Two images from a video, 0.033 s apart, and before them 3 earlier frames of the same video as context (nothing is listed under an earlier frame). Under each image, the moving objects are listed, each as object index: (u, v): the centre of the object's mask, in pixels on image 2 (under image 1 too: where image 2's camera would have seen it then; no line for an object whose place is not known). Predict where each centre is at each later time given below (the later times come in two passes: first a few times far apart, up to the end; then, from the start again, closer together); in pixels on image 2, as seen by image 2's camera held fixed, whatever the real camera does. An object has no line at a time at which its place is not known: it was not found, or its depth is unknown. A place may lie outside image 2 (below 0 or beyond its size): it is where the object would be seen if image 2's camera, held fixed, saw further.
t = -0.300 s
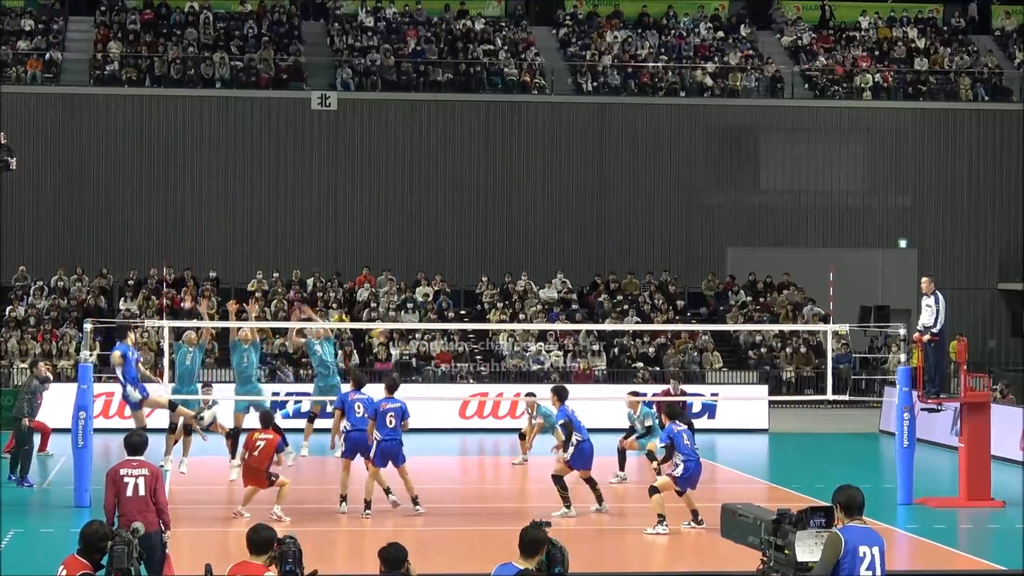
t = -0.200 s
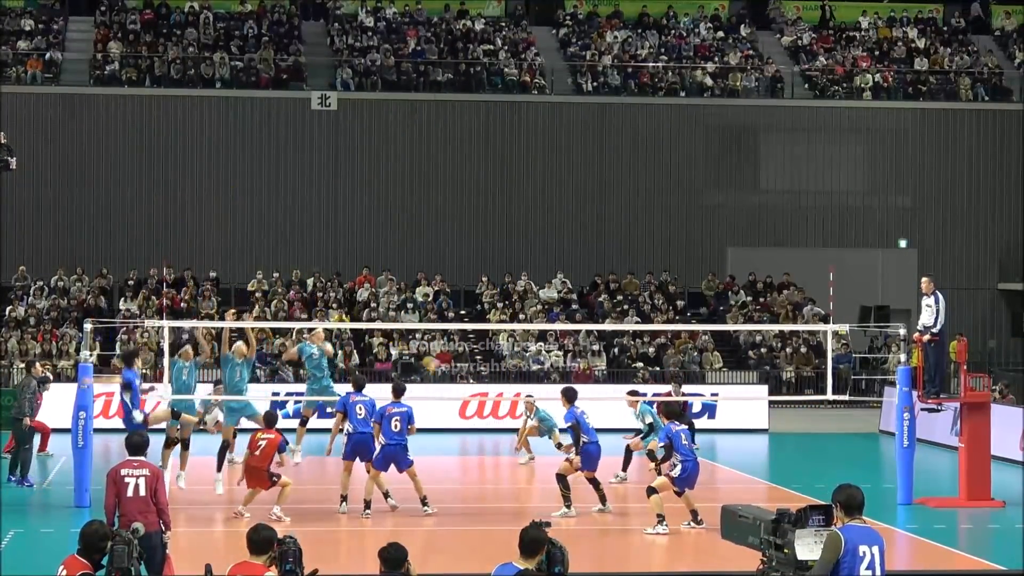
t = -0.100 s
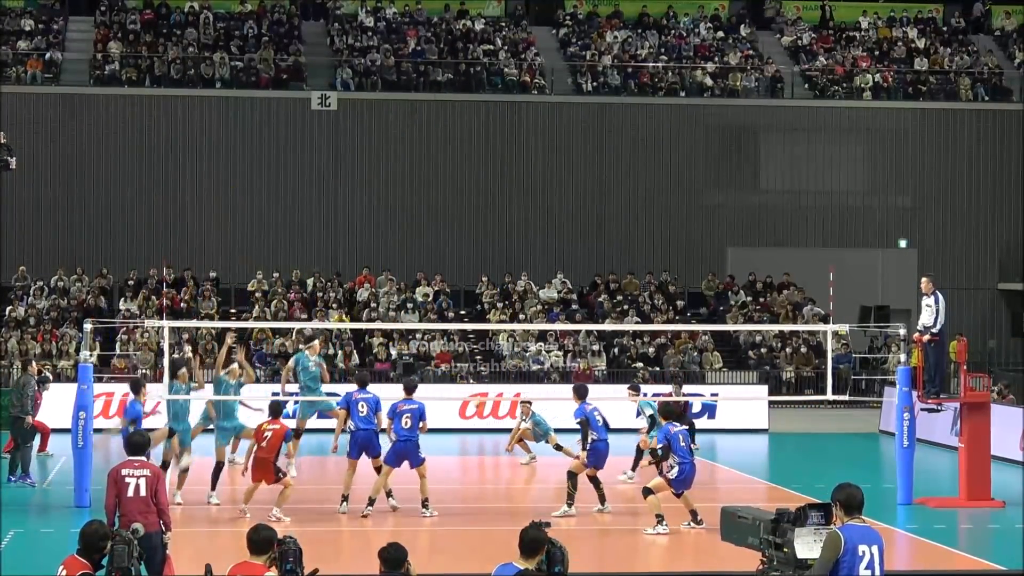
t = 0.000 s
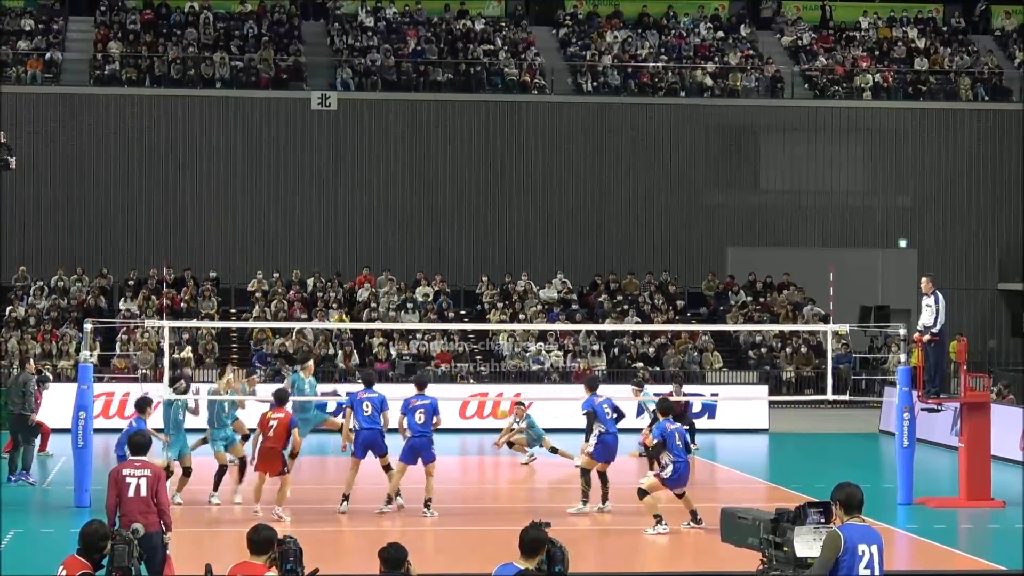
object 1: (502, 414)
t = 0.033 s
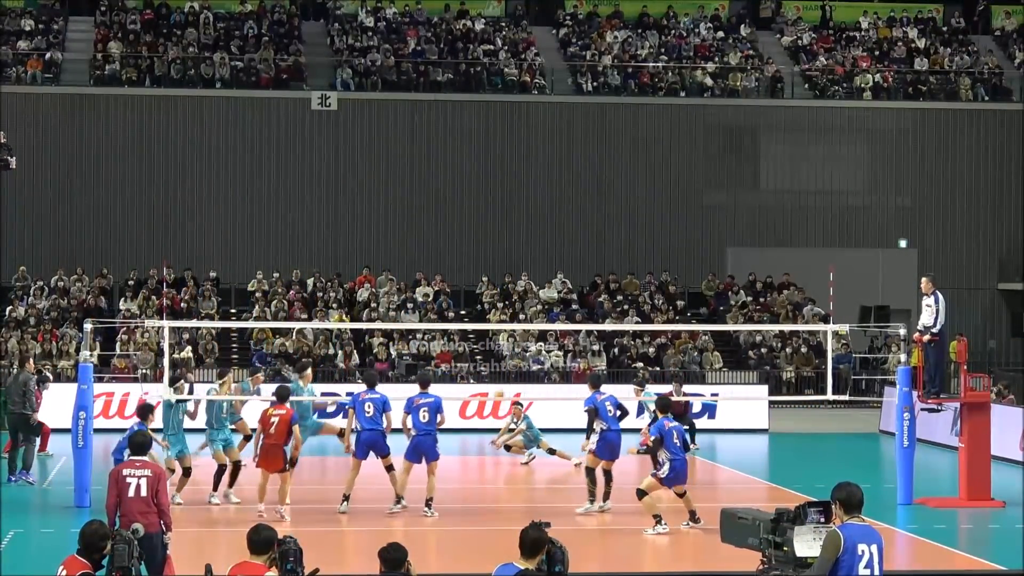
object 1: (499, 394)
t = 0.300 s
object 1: (466, 270)
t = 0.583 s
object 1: (434, 180)
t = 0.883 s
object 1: (403, 135)
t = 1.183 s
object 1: (372, 142)
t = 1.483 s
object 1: (339, 207)
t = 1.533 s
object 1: (333, 224)
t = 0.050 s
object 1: (496, 384)
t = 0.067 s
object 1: (494, 376)
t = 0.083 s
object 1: (491, 368)
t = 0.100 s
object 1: (490, 361)
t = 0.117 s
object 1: (487, 352)
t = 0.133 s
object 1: (485, 344)
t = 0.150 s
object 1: (484, 337)
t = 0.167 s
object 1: (482, 333)
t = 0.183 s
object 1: (479, 317)
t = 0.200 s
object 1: (478, 313)
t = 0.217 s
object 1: (476, 305)
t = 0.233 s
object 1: (474, 298)
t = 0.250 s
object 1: (472, 291)
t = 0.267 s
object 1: (470, 284)
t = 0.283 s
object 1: (468, 277)
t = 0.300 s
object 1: (466, 270)
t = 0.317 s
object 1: (464, 264)
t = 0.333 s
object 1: (462, 257)
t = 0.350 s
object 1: (460, 250)
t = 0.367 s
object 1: (458, 245)
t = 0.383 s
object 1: (456, 239)
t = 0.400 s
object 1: (455, 233)
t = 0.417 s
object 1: (453, 228)
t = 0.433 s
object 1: (451, 222)
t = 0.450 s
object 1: (449, 217)
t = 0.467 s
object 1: (447, 211)
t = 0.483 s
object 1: (445, 206)
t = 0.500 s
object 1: (443, 202)
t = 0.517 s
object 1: (442, 196)
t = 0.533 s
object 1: (439, 192)
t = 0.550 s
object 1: (438, 188)
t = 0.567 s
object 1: (436, 184)
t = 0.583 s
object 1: (434, 180)
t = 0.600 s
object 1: (432, 176)
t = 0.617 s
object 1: (430, 172)
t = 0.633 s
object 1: (429, 169)
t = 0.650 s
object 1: (427, 165)
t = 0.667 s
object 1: (425, 162)
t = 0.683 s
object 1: (423, 159)
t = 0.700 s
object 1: (422, 156)
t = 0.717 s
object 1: (420, 153)
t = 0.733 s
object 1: (418, 151)
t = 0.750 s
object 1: (417, 148)
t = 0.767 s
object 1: (414, 146)
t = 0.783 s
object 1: (413, 144)
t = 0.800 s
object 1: (411, 142)
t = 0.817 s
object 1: (409, 140)
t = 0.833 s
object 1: (408, 138)
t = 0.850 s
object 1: (406, 137)
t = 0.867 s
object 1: (404, 136)
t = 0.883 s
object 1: (403, 135)
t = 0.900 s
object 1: (401, 134)
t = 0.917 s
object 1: (399, 133)
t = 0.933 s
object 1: (397, 132)
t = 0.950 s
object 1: (395, 132)
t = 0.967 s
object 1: (393, 132)
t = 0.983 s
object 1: (392, 131)
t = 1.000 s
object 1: (390, 131)
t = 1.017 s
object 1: (388, 132)
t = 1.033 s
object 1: (387, 132)
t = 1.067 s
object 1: (385, 133)
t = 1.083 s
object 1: (383, 134)
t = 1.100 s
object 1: (381, 135)
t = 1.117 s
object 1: (379, 136)
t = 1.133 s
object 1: (378, 137)
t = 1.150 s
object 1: (375, 139)
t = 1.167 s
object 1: (374, 140)
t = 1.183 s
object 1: (372, 142)
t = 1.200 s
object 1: (370, 145)
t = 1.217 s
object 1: (369, 146)
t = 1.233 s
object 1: (367, 149)
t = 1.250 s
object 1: (365, 152)
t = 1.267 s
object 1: (363, 155)
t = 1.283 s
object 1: (361, 157)
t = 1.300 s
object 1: (359, 161)
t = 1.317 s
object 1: (358, 163)
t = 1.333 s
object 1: (356, 168)
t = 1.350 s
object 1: (354, 171)
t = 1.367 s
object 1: (352, 175)
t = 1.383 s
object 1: (350, 179)
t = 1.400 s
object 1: (348, 184)
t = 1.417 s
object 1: (346, 188)
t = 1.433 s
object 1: (344, 193)
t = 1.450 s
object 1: (343, 197)
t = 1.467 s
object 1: (341, 203)
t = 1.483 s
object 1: (339, 207)
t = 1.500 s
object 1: (337, 213)
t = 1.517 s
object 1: (335, 218)
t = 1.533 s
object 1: (333, 224)
